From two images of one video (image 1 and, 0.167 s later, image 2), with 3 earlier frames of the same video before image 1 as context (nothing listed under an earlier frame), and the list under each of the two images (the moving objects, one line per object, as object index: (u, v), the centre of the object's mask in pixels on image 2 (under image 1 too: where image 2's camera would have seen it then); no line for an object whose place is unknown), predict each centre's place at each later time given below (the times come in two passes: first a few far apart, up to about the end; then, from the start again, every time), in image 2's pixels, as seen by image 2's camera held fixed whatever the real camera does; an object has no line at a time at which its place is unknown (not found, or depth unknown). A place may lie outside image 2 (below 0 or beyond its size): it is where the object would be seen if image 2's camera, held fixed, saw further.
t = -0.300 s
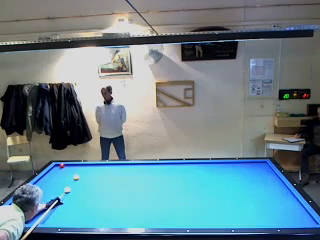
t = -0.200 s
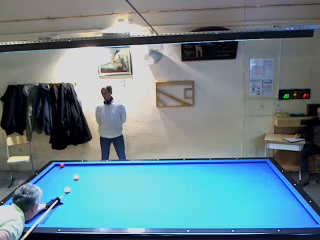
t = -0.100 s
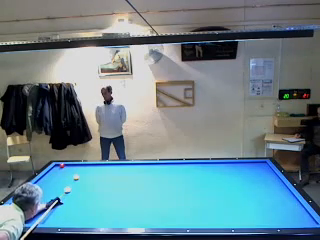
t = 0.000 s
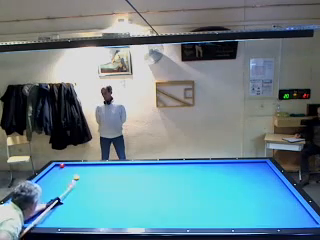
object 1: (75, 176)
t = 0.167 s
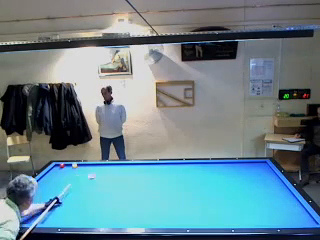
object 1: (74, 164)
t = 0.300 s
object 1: (59, 172)
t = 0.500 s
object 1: (33, 185)
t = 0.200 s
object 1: (71, 165)
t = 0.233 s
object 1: (67, 167)
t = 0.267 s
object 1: (63, 170)
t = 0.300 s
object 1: (59, 172)
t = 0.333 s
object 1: (54, 174)
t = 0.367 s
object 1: (50, 177)
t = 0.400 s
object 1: (44, 179)
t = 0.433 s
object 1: (40, 181)
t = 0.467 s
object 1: (36, 183)
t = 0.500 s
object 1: (33, 185)
